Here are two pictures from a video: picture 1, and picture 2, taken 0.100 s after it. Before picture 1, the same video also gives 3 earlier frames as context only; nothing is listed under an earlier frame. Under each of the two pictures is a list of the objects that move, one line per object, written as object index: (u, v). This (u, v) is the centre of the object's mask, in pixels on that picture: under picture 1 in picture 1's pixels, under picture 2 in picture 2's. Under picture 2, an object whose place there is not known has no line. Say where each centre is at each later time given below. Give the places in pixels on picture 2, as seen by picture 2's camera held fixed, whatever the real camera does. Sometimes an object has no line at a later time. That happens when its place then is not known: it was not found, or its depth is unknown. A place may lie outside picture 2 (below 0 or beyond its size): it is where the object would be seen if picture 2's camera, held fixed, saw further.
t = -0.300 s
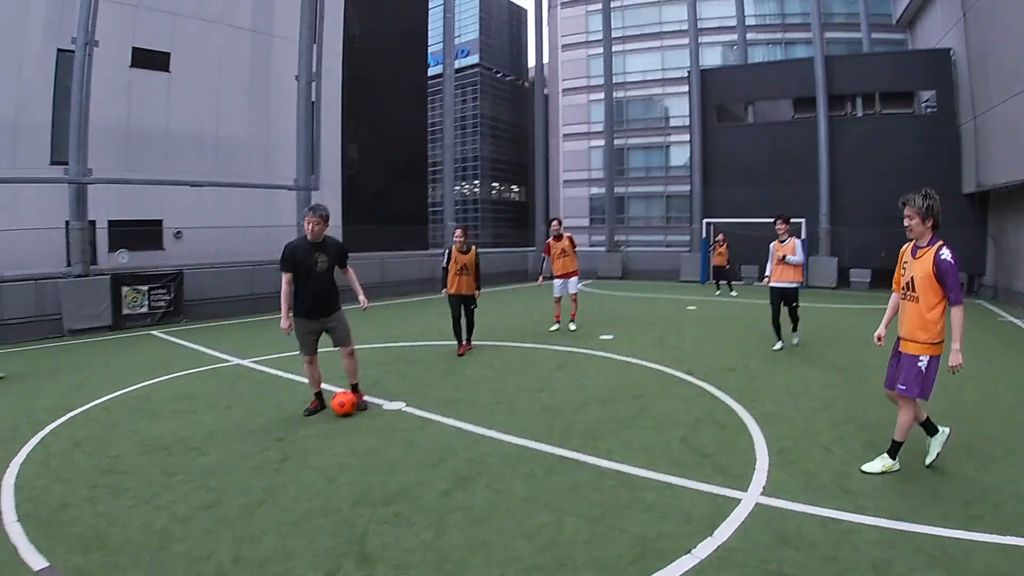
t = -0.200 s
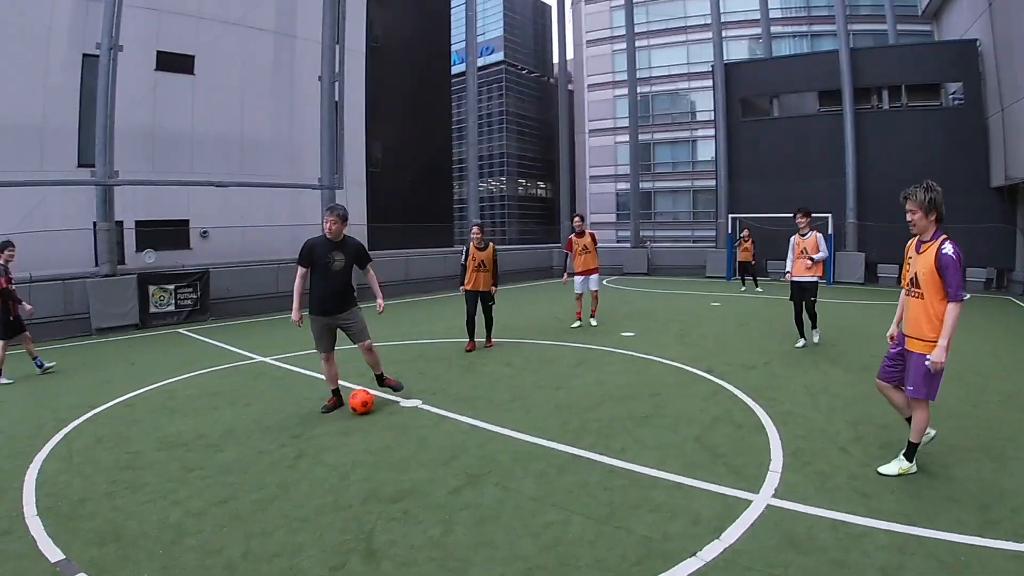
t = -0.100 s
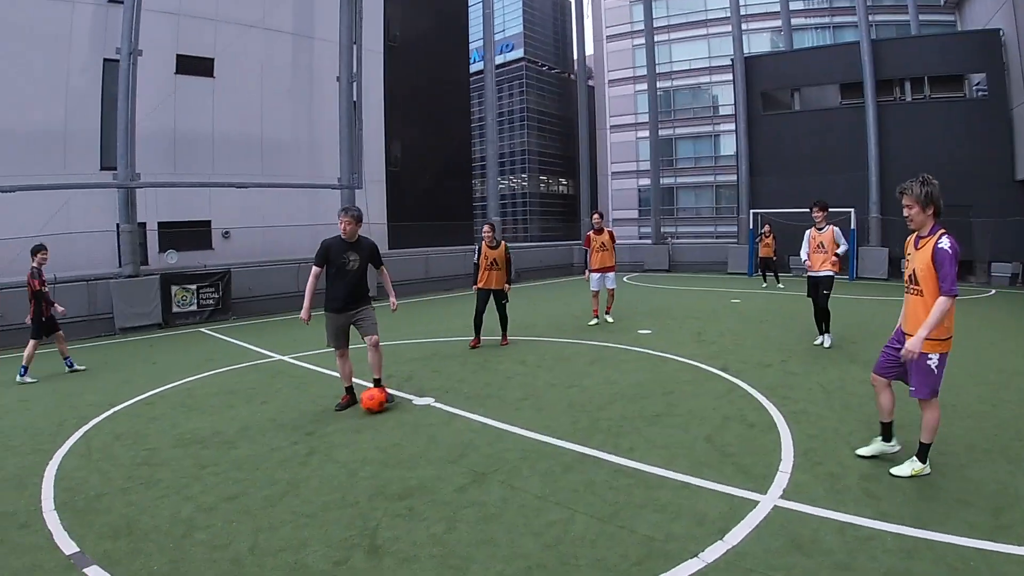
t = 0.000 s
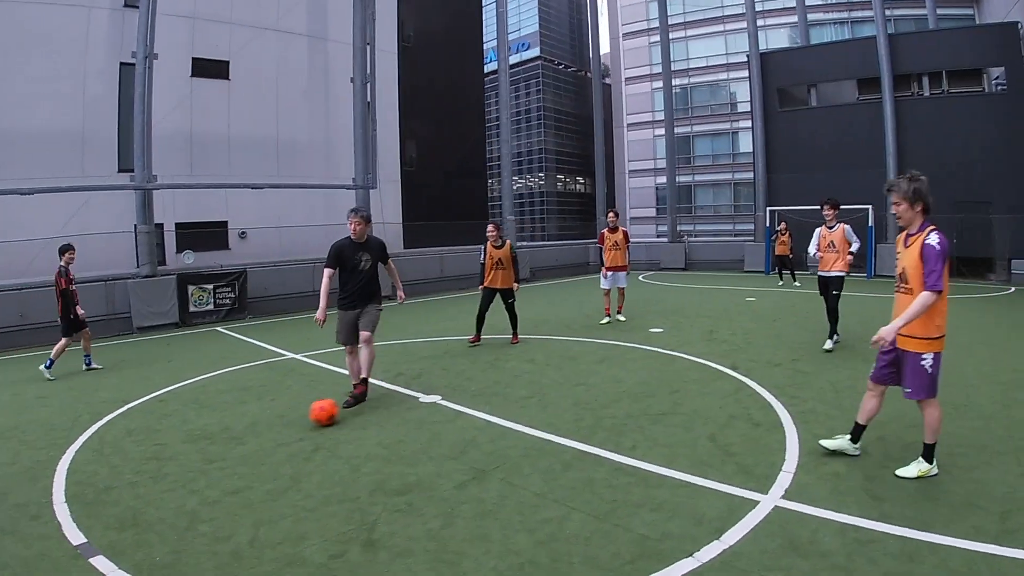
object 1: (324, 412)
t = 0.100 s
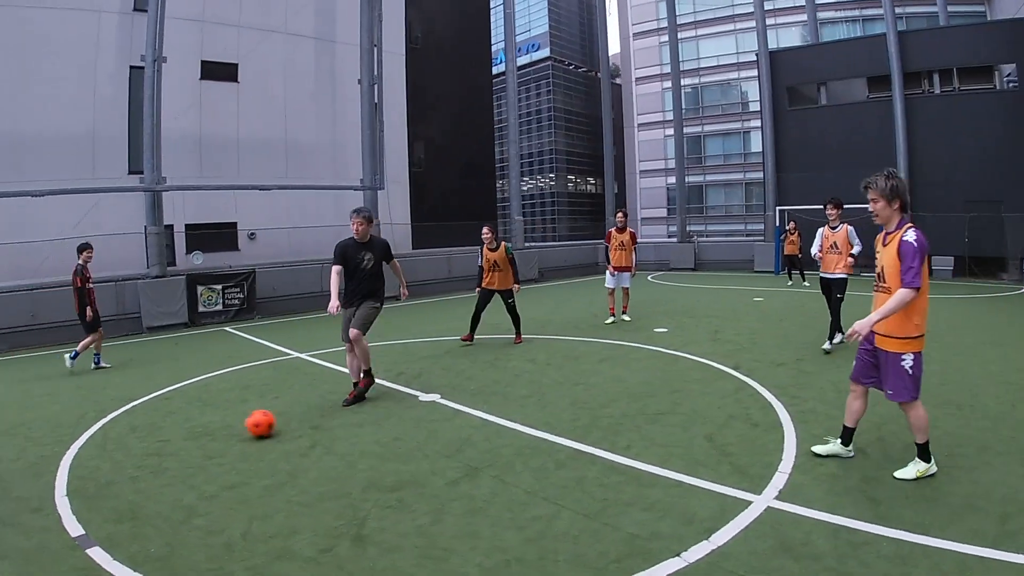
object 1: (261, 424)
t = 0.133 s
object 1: (240, 427)
